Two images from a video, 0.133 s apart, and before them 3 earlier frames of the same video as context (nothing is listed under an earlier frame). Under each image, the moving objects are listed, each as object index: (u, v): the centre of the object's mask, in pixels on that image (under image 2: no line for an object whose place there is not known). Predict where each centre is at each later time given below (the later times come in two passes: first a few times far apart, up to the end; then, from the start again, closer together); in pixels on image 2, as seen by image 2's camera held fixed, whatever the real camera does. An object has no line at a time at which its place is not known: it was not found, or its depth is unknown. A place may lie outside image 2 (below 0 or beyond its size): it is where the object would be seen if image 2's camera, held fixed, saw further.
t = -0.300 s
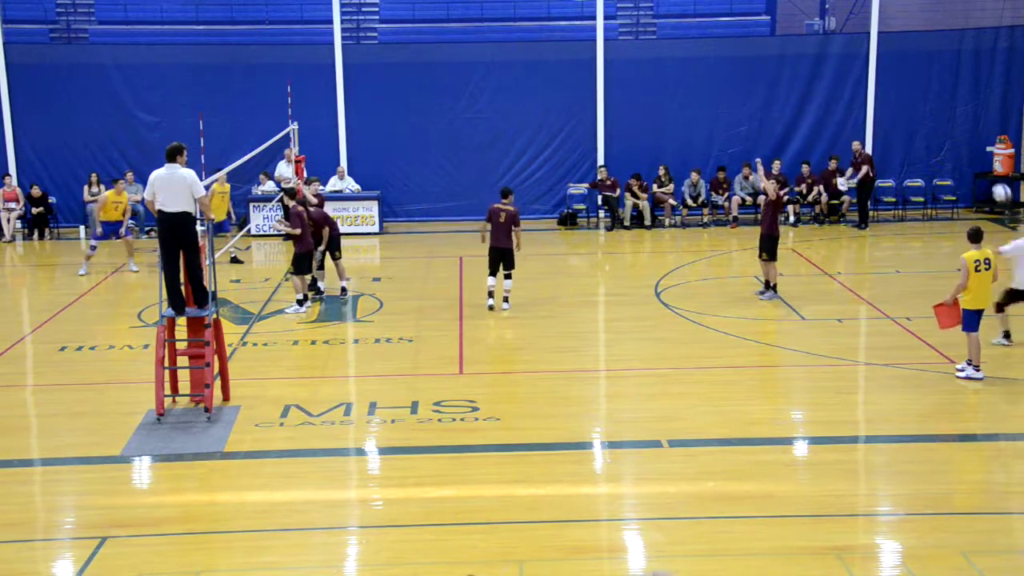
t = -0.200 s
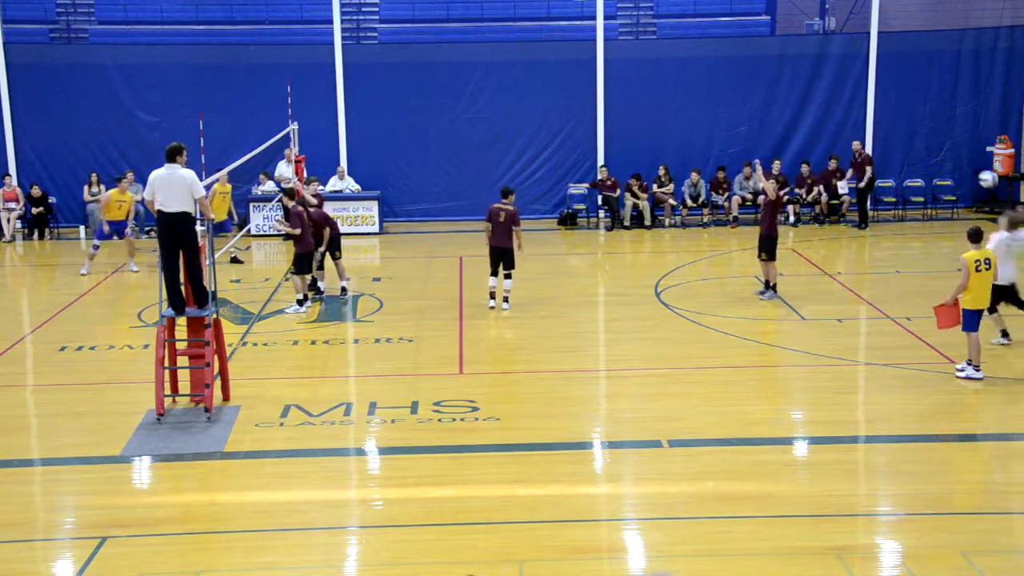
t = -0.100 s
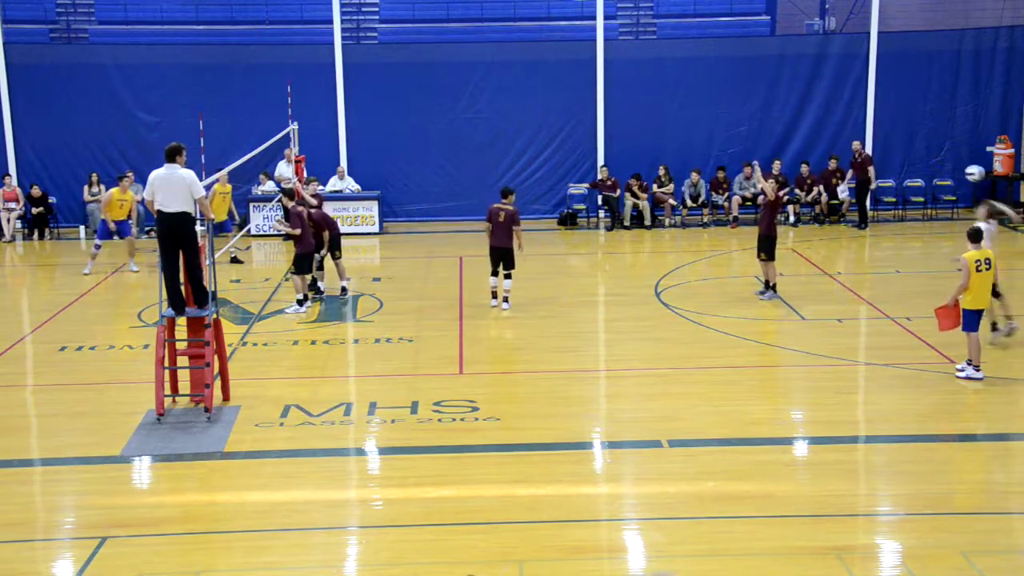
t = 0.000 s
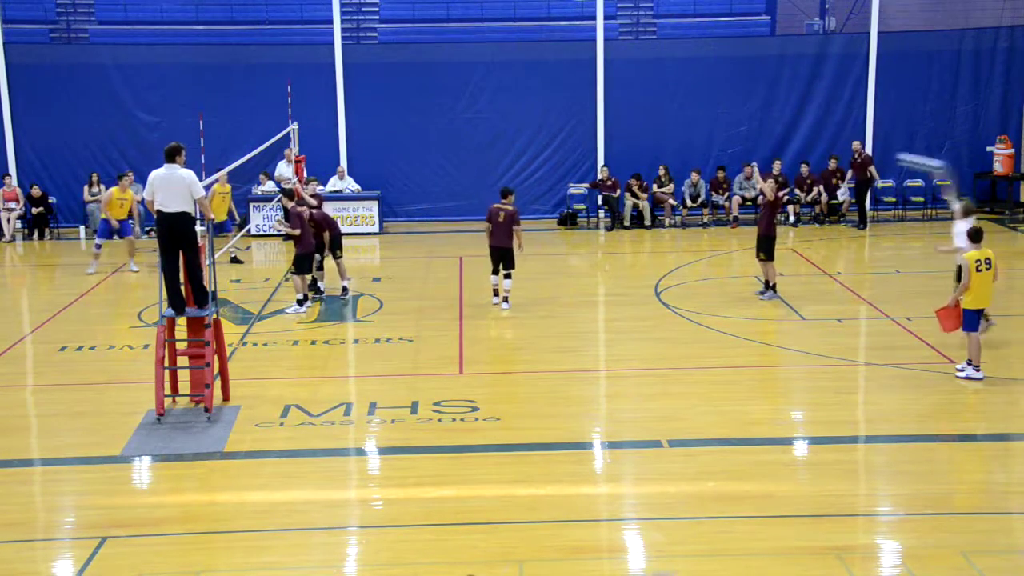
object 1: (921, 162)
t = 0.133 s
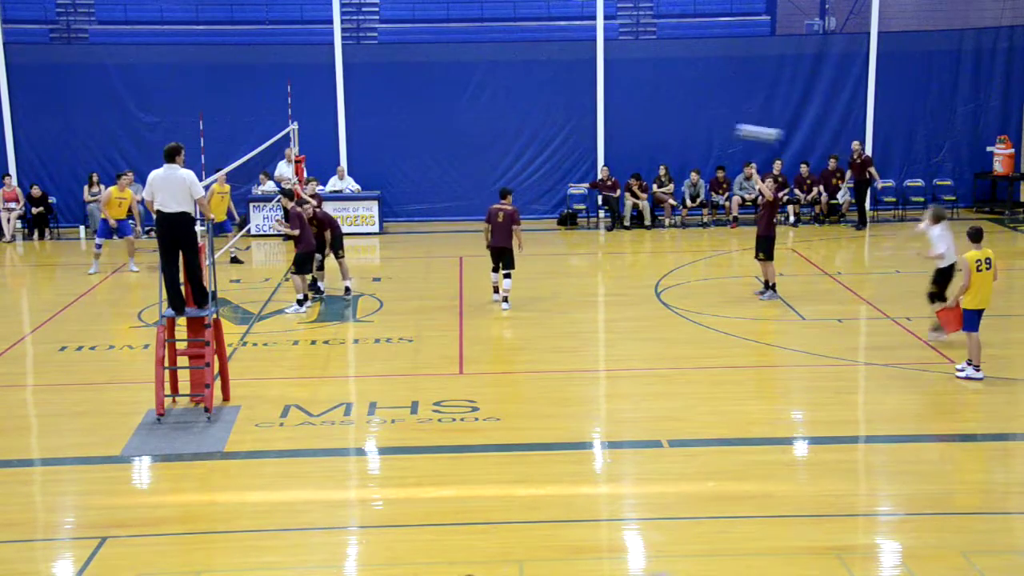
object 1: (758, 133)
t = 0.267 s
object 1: (610, 117)
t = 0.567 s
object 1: (316, 126)
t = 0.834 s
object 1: (99, 165)
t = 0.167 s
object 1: (719, 127)
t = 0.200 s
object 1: (682, 123)
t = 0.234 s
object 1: (645, 119)
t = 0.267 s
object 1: (610, 117)
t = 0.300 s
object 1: (573, 115)
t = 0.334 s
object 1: (539, 114)
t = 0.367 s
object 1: (504, 114)
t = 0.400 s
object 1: (471, 115)
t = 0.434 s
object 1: (438, 116)
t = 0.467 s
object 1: (406, 117)
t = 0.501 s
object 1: (375, 120)
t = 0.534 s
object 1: (345, 123)
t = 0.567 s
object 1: (316, 126)
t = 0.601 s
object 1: (286, 128)
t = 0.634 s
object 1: (257, 134)
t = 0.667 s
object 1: (230, 138)
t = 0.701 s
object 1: (204, 142)
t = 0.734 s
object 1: (183, 145)
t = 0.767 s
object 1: (148, 153)
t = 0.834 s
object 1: (99, 165)
